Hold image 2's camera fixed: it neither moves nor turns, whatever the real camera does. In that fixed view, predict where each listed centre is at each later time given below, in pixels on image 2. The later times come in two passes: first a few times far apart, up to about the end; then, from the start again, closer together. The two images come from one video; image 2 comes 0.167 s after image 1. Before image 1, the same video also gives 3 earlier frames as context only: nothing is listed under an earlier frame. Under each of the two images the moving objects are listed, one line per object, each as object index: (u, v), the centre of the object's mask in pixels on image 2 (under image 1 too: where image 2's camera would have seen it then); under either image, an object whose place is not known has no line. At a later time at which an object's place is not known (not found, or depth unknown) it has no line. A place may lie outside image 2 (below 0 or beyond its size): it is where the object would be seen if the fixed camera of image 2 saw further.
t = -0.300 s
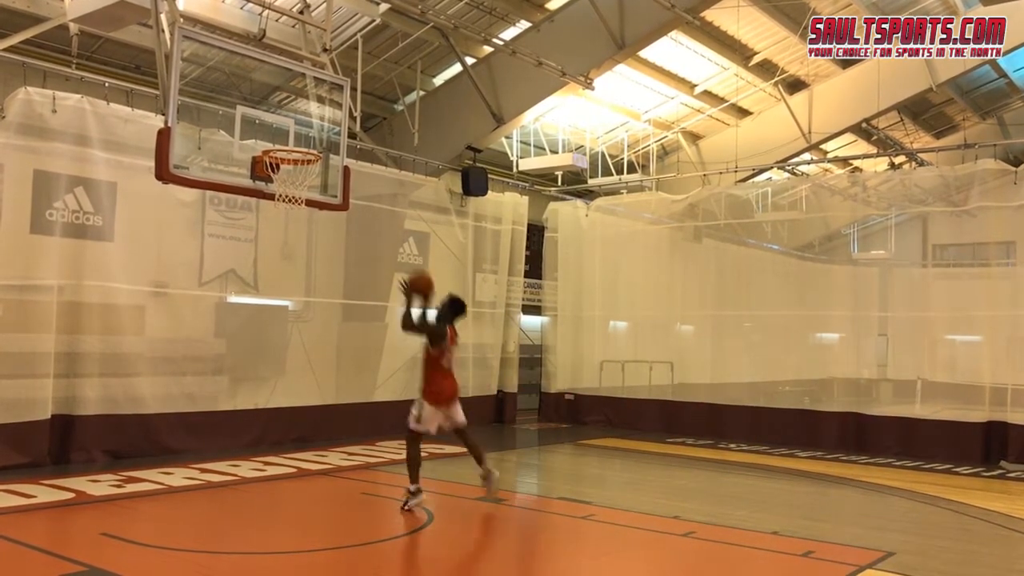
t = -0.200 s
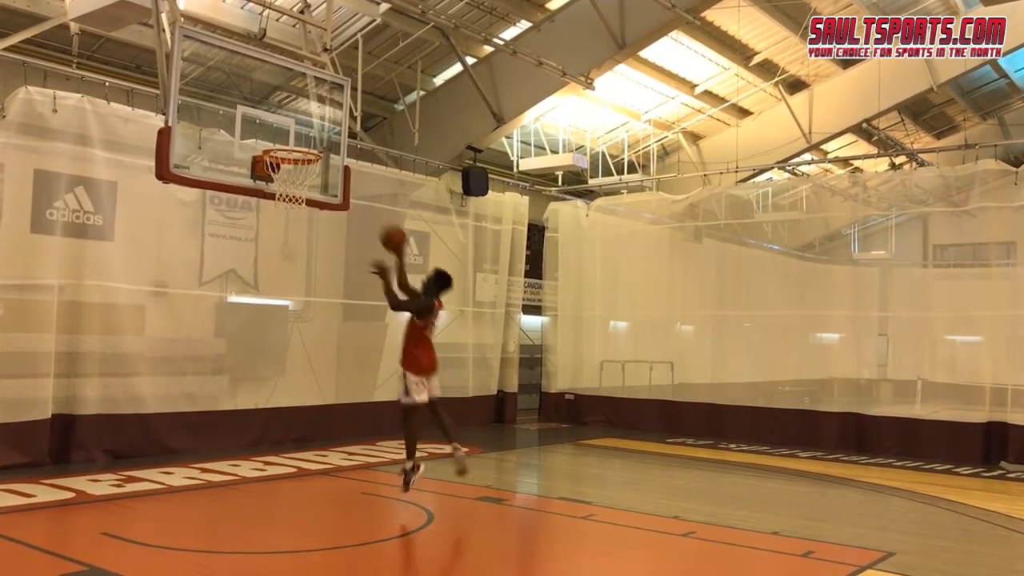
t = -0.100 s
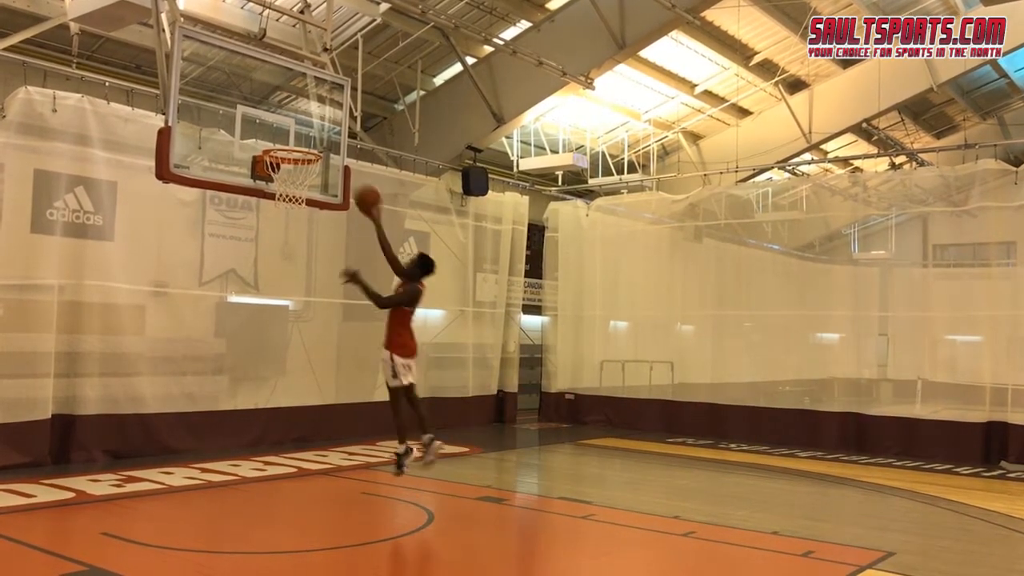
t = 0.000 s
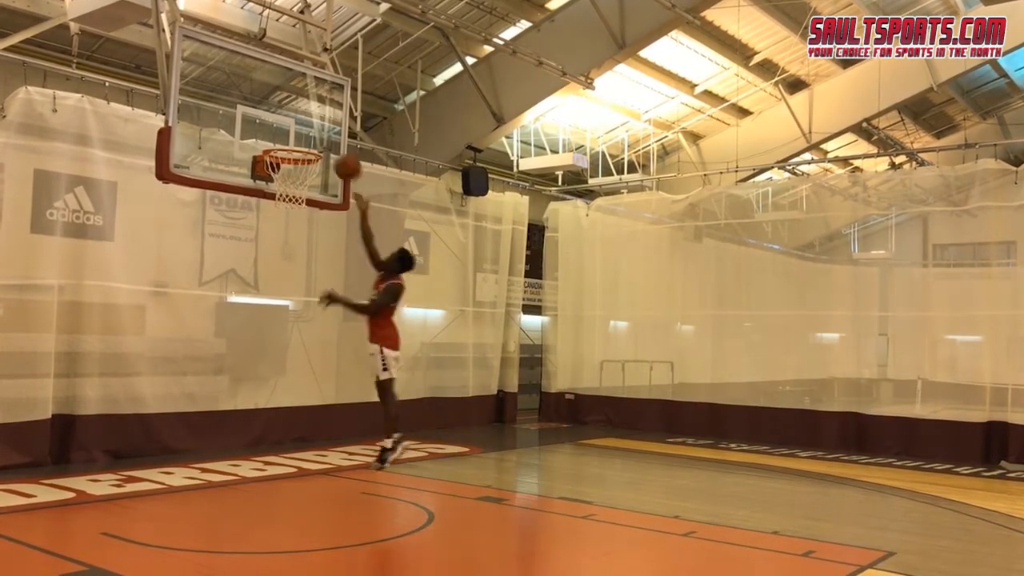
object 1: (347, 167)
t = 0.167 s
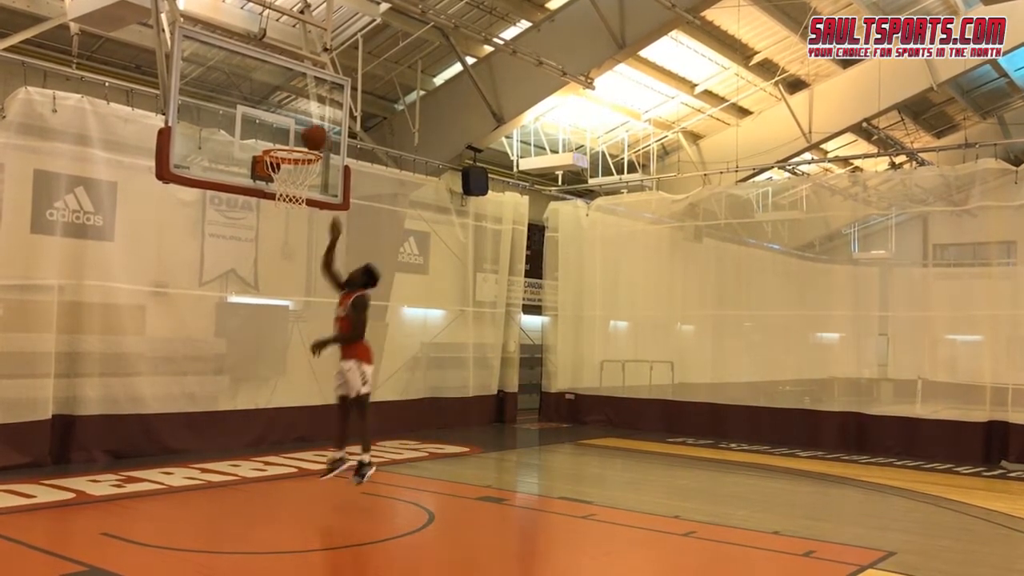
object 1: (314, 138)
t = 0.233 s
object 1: (305, 132)
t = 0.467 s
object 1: (307, 142)
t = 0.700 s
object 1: (292, 181)
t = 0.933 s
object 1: (279, 204)
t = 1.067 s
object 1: (276, 239)
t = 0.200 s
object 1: (307, 135)
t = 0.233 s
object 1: (305, 132)
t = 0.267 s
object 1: (305, 131)
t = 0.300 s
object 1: (306, 130)
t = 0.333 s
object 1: (306, 130)
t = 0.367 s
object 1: (306, 132)
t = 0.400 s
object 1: (306, 134)
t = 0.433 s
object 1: (306, 138)
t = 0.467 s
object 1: (307, 142)
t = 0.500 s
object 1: (307, 144)
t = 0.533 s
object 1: (304, 154)
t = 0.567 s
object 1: (301, 159)
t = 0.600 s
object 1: (298, 165)
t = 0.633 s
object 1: (295, 172)
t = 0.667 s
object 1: (293, 179)
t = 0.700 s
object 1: (292, 181)
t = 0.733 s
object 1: (286, 184)
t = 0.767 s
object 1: (284, 185)
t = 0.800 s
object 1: (282, 186)
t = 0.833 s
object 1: (281, 189)
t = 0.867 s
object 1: (281, 195)
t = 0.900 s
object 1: (280, 199)
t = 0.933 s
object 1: (279, 204)
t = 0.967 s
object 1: (278, 210)
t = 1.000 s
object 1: (278, 218)
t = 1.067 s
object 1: (276, 239)
